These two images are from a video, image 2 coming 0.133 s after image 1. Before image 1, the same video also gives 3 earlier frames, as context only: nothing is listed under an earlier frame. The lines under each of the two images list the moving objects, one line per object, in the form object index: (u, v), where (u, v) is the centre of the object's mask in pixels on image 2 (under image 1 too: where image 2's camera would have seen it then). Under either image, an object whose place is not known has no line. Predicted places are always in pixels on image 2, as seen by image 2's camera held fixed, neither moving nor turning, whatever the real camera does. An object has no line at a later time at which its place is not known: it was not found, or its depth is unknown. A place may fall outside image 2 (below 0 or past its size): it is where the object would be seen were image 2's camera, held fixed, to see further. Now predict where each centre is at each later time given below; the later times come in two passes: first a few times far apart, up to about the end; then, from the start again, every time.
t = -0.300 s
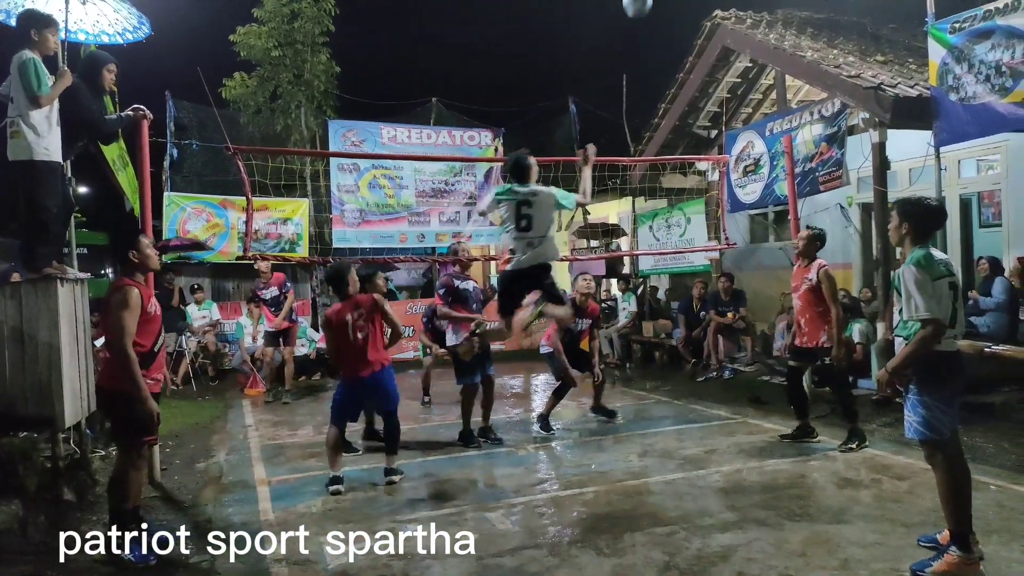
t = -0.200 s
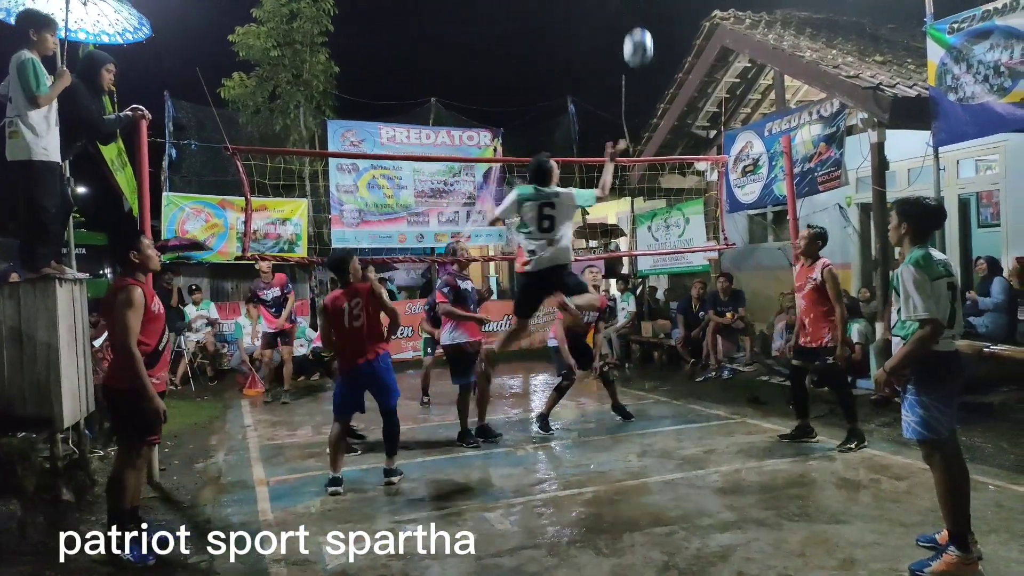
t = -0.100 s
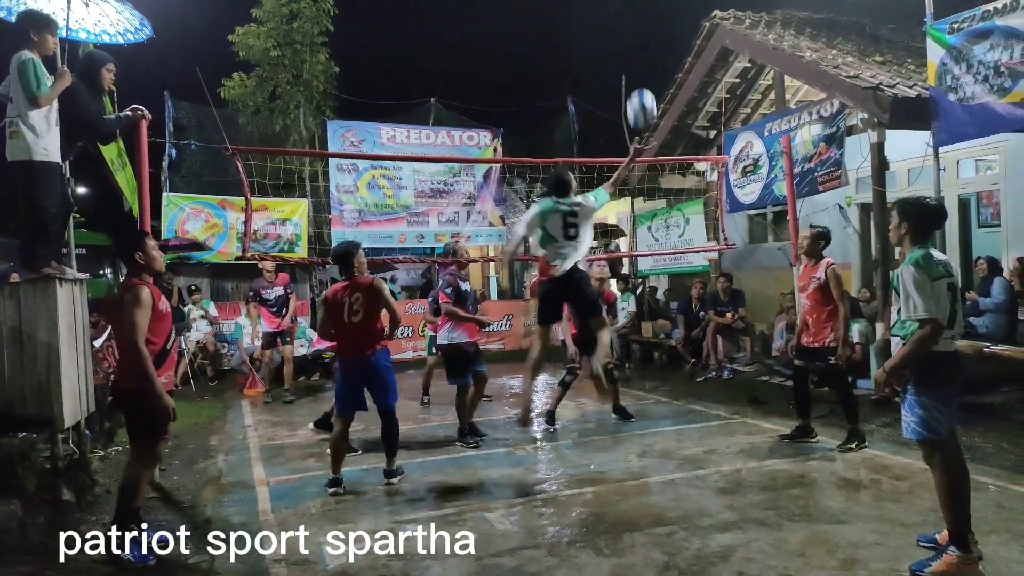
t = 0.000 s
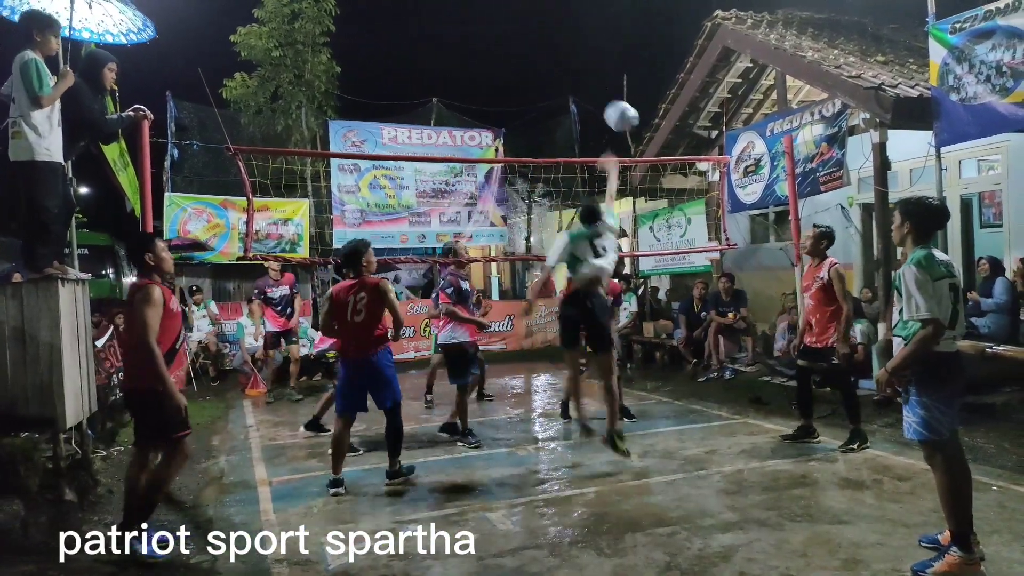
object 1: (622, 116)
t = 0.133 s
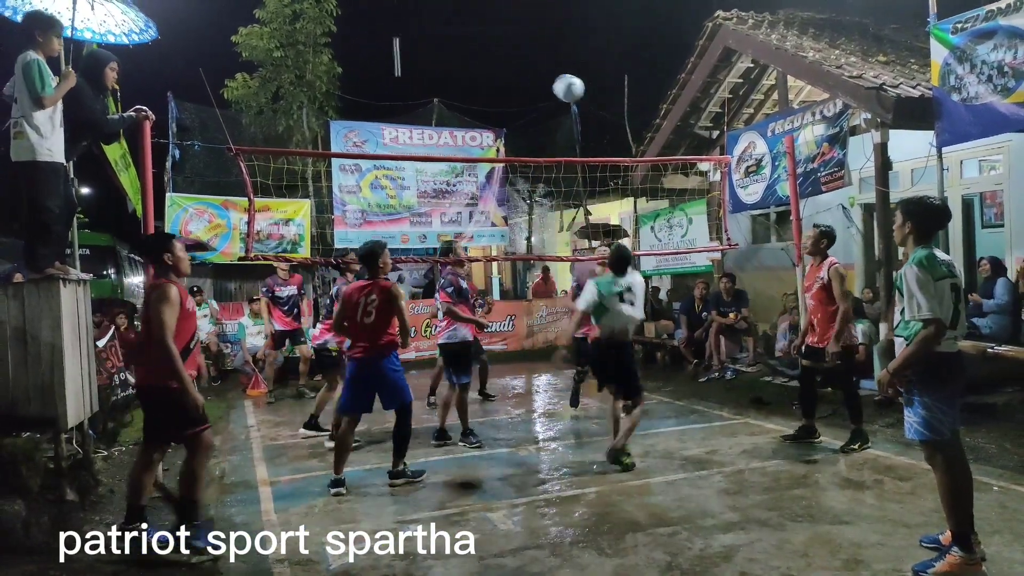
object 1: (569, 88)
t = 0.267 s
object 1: (526, 80)
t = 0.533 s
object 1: (459, 117)
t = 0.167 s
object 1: (557, 85)
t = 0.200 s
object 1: (545, 82)
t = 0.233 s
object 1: (535, 80)
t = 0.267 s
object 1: (526, 80)
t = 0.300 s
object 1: (516, 82)
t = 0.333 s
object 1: (507, 84)
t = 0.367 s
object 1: (498, 88)
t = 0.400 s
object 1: (489, 92)
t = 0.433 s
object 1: (481, 97)
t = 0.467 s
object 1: (473, 103)
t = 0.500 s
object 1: (466, 109)
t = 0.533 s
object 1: (459, 117)
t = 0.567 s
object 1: (453, 125)
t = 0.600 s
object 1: (445, 134)
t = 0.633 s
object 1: (438, 145)
